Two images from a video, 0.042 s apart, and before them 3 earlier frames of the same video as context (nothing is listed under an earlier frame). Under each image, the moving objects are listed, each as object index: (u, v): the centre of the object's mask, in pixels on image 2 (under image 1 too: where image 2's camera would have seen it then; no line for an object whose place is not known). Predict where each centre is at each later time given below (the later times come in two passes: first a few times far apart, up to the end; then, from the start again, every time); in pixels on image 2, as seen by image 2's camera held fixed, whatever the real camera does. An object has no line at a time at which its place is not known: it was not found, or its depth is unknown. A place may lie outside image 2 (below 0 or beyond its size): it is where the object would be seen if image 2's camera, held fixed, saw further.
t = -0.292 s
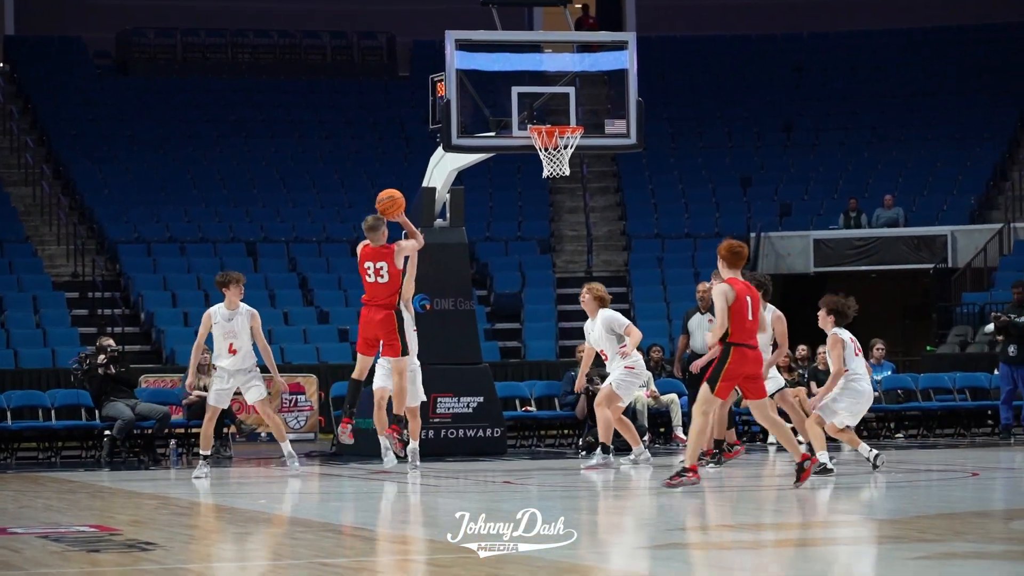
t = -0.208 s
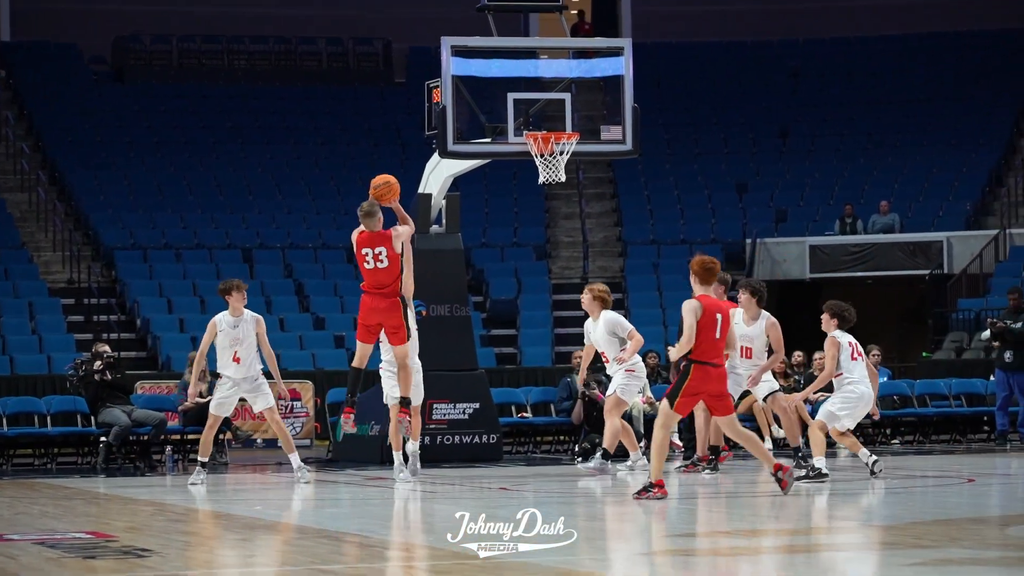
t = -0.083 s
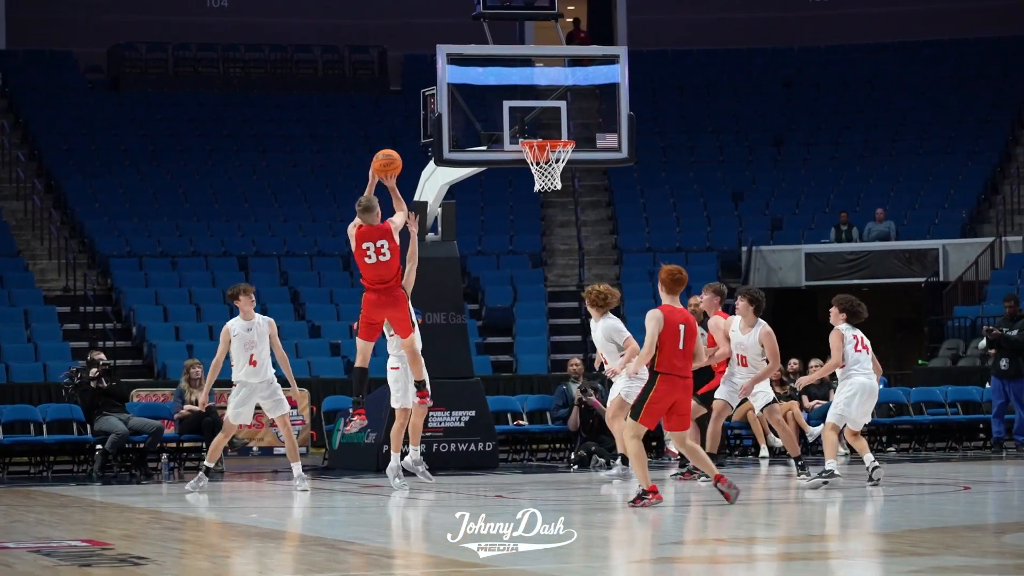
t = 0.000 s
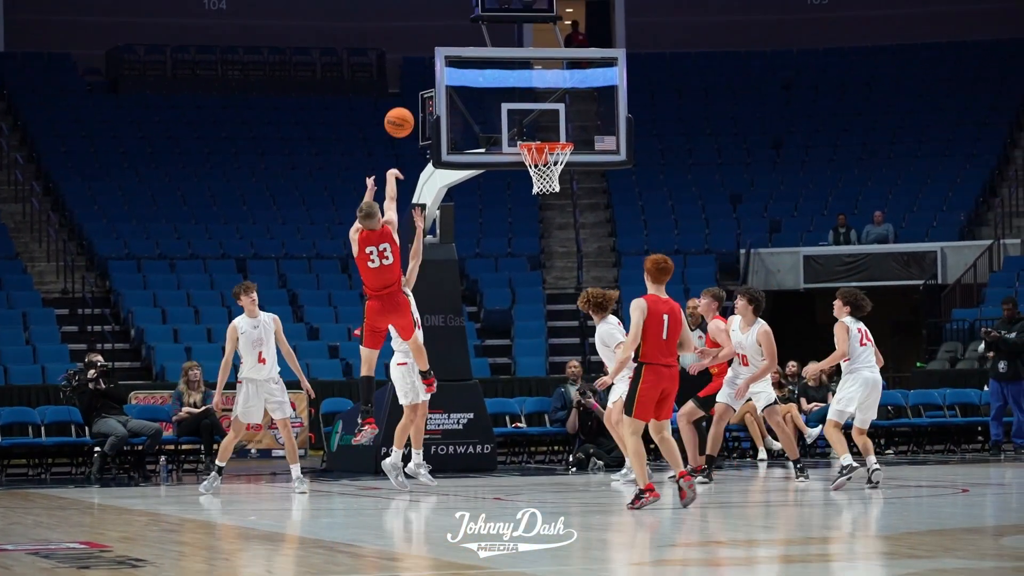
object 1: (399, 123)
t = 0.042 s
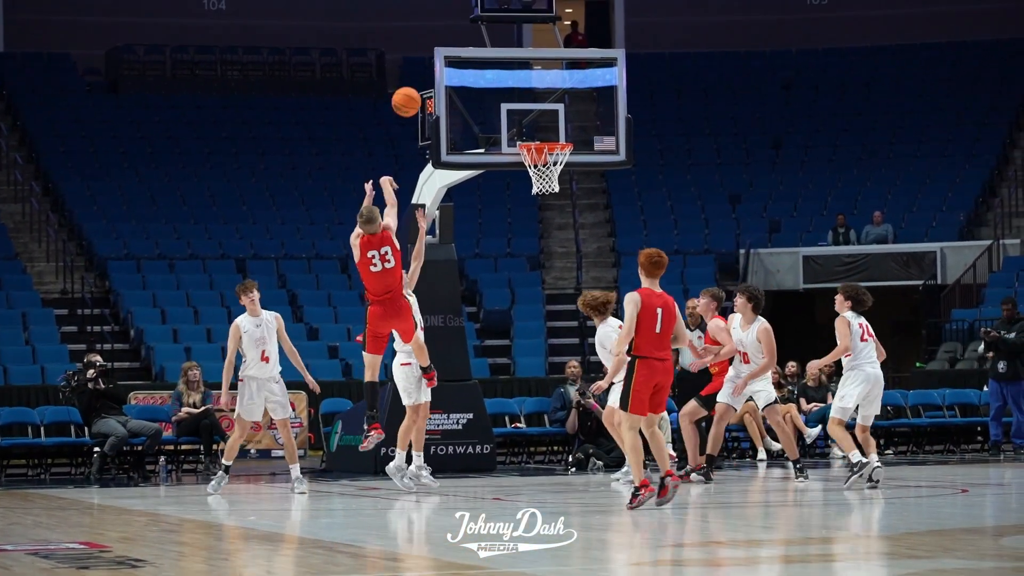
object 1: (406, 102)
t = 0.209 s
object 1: (437, 40)
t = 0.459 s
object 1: (482, 13)
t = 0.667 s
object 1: (518, 40)
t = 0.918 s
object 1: (560, 132)
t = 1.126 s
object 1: (543, 78)
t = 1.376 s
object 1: (521, 64)
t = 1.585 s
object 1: (502, 102)
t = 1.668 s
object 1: (495, 131)
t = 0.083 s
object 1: (414, 83)
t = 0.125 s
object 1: (422, 67)
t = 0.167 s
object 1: (429, 53)
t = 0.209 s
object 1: (437, 40)
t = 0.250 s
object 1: (445, 31)
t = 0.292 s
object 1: (452, 23)
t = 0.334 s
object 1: (460, 17)
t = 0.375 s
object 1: (467, 14)
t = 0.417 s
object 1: (475, 12)
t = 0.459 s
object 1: (482, 13)
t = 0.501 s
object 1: (489, 14)
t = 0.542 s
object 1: (497, 18)
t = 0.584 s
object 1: (504, 24)
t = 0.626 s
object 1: (511, 32)
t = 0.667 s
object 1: (518, 40)
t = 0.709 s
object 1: (525, 52)
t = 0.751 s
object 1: (533, 65)
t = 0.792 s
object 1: (540, 79)
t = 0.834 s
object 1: (546, 96)
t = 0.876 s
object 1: (553, 113)
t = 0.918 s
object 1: (560, 132)
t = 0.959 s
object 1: (558, 124)
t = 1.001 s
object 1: (554, 110)
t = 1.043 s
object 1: (550, 97)
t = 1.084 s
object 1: (547, 87)
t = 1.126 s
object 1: (543, 78)
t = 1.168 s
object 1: (539, 71)
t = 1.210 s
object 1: (535, 66)
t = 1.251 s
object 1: (532, 62)
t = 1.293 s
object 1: (528, 61)
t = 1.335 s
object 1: (524, 61)
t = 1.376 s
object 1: (521, 64)
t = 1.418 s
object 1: (517, 67)
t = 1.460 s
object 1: (513, 73)
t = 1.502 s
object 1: (510, 81)
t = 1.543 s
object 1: (506, 91)
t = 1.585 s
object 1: (502, 102)
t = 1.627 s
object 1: (499, 116)
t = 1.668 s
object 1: (495, 131)
